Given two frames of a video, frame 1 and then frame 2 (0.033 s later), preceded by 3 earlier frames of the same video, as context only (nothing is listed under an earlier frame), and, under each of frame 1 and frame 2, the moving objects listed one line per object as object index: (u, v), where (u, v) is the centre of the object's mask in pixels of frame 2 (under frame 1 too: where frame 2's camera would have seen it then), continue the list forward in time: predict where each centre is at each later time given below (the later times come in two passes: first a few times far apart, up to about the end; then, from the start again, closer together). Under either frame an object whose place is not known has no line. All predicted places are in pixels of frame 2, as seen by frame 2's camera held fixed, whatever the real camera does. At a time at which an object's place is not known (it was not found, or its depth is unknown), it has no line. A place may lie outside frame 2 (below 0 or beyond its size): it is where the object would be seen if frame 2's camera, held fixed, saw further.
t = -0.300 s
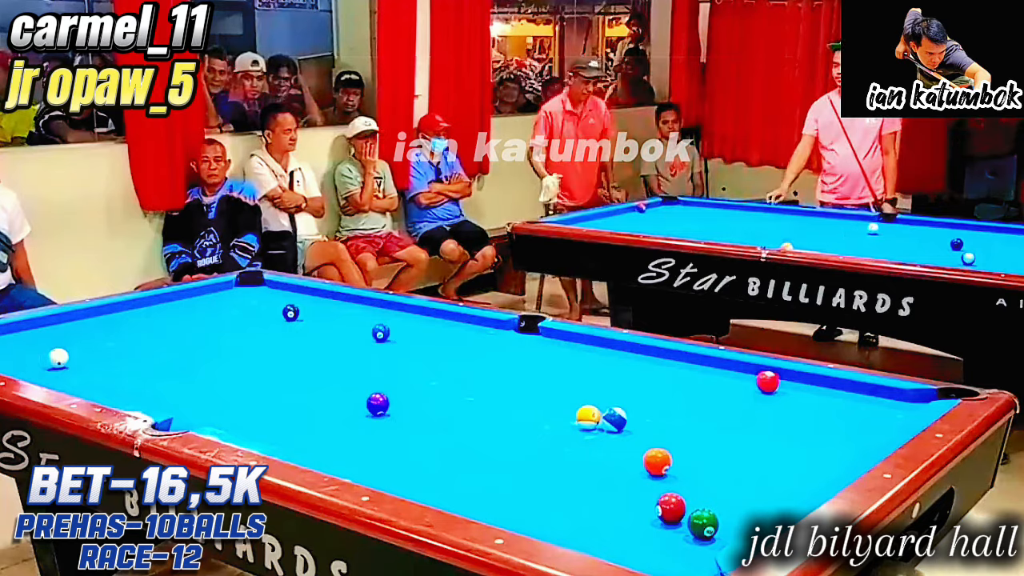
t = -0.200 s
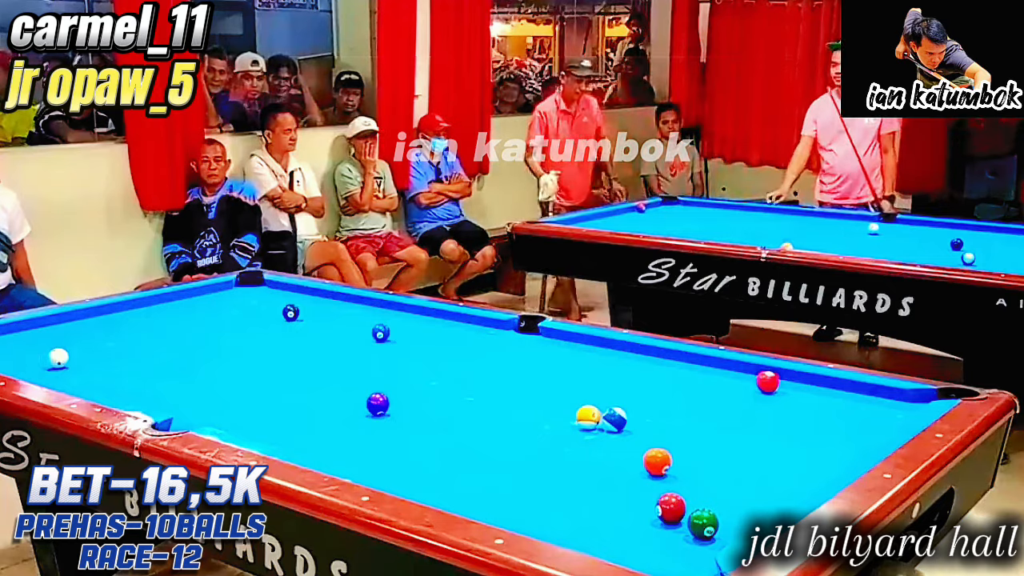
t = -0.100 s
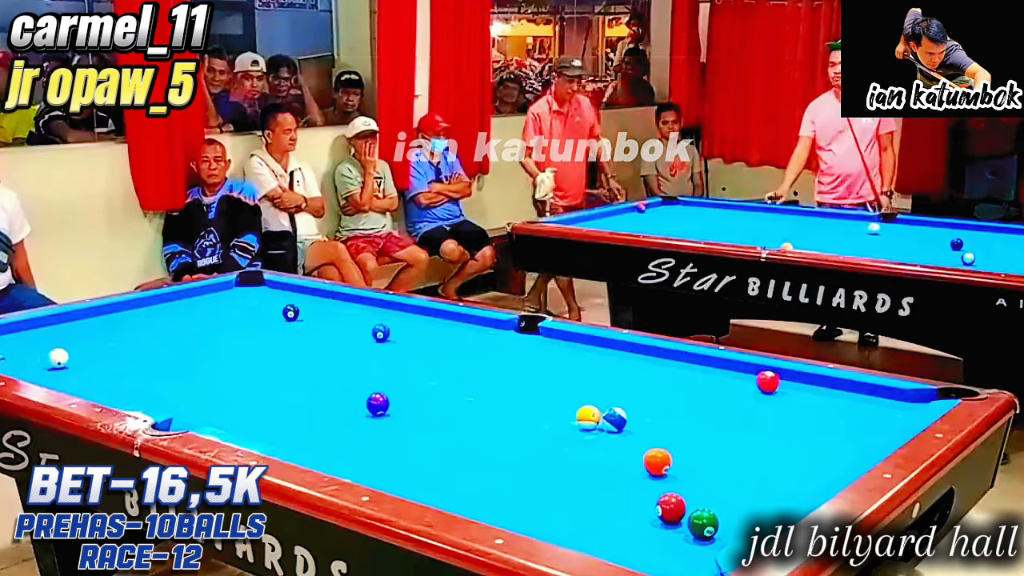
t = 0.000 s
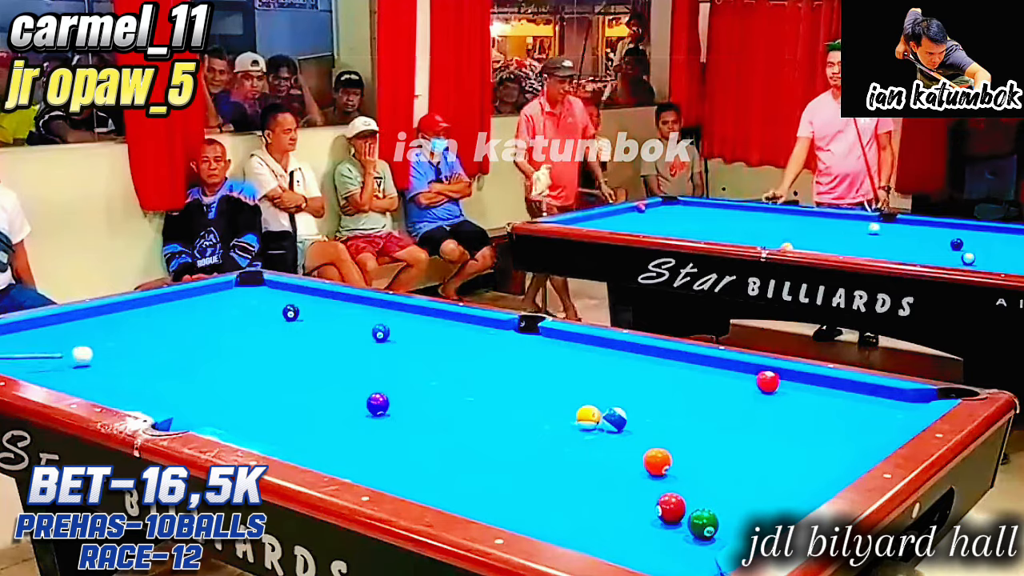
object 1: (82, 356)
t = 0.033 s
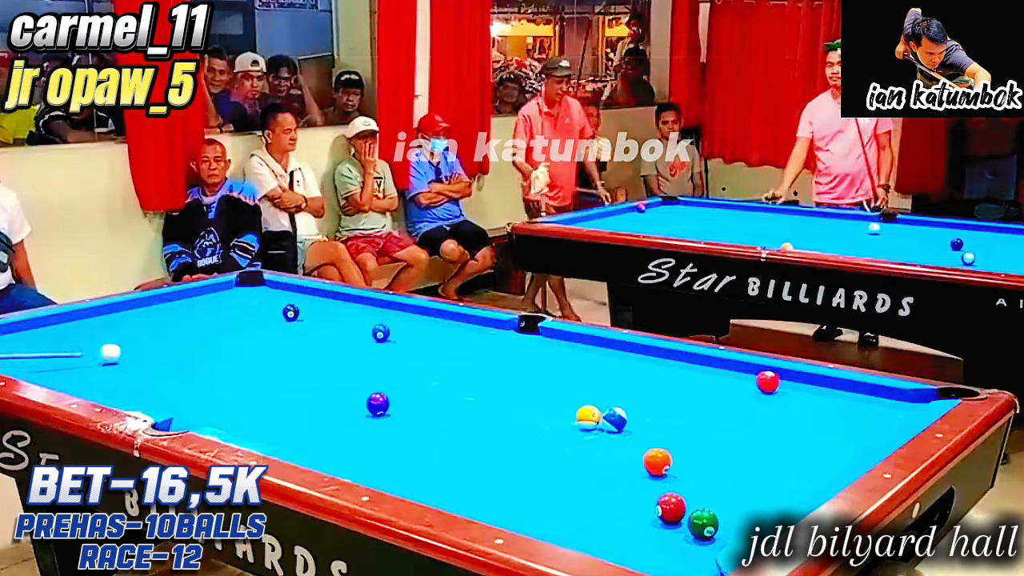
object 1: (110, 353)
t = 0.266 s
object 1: (280, 339)
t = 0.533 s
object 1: (369, 329)
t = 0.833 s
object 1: (409, 322)
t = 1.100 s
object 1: (441, 317)
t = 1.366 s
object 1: (444, 318)
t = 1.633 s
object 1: (436, 321)
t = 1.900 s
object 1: (429, 325)
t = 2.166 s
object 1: (422, 328)
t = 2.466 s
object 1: (417, 330)
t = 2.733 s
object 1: (413, 332)
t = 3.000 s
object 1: (409, 334)
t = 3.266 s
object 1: (407, 335)
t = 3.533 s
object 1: (406, 336)
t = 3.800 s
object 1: (405, 336)
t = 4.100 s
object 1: (405, 336)
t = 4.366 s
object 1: (405, 336)
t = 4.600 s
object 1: (405, 336)
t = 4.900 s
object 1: (405, 336)
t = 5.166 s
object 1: (405, 336)
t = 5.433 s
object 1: (405, 336)
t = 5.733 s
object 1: (405, 335)
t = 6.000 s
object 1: (405, 336)
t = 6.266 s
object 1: (405, 336)
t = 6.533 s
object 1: (405, 336)
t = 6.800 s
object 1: (405, 336)
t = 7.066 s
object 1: (405, 336)
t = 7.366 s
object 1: (405, 336)
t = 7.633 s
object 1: (405, 336)
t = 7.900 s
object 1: (405, 336)
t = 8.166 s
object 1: (405, 336)
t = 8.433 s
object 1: (405, 336)
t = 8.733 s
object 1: (405, 336)
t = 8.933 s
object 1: (405, 336)
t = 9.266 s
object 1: (405, 336)
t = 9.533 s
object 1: (405, 336)
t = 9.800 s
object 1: (405, 336)
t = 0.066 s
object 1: (137, 351)
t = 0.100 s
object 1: (162, 350)
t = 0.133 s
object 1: (187, 347)
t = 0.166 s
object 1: (210, 345)
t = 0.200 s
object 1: (234, 343)
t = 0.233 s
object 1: (257, 341)
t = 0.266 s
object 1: (280, 339)
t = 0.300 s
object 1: (302, 337)
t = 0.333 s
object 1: (324, 335)
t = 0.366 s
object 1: (345, 334)
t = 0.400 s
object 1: (363, 332)
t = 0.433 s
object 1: (363, 332)
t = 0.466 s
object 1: (364, 331)
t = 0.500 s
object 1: (366, 330)
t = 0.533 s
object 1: (369, 329)
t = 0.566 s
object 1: (373, 328)
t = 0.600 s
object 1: (378, 328)
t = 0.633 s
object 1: (383, 327)
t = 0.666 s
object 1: (387, 326)
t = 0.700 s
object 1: (392, 325)
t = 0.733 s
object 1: (396, 324)
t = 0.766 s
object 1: (400, 324)
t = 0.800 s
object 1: (405, 323)
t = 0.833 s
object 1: (409, 322)
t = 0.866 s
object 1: (413, 321)
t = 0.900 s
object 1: (417, 320)
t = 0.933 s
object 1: (421, 320)
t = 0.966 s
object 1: (425, 319)
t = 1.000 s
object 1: (429, 319)
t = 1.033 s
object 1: (433, 317)
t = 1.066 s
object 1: (437, 317)
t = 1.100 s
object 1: (441, 317)
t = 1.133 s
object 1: (445, 316)
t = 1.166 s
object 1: (448, 315)
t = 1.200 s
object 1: (449, 315)
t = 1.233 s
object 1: (448, 315)
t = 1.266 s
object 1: (447, 316)
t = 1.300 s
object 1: (446, 316)
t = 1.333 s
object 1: (445, 317)
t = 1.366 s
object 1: (444, 318)
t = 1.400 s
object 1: (443, 318)
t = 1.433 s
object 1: (442, 319)
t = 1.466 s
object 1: (441, 319)
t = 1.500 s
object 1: (440, 320)
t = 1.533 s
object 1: (439, 320)
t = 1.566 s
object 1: (438, 321)
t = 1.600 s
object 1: (437, 321)
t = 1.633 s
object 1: (436, 321)
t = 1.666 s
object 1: (435, 322)
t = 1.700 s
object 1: (434, 322)
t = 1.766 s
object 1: (433, 323)
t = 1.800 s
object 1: (431, 323)
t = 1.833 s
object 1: (430, 324)
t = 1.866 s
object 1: (430, 324)
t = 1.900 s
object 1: (429, 325)
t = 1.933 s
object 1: (428, 325)
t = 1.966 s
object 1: (427, 326)
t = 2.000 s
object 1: (426, 326)
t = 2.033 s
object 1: (426, 326)
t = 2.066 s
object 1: (425, 326)
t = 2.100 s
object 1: (424, 327)
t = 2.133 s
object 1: (423, 327)
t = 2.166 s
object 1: (422, 328)
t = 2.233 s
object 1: (422, 328)
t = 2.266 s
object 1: (421, 328)
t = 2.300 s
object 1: (420, 328)
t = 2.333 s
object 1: (420, 329)
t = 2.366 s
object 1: (419, 329)
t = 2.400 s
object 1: (418, 329)
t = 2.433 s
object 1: (418, 329)
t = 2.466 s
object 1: (417, 330)
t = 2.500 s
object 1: (417, 330)
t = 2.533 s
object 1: (416, 331)
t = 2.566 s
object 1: (415, 331)
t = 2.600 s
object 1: (415, 331)
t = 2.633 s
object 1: (414, 331)
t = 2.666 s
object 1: (414, 331)
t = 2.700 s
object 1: (413, 332)
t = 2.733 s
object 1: (413, 332)
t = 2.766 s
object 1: (413, 332)
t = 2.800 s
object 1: (412, 332)
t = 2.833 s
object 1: (412, 333)
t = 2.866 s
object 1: (411, 333)
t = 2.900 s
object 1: (411, 333)
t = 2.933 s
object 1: (410, 333)
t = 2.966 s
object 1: (410, 333)
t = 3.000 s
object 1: (409, 334)
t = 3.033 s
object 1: (409, 334)
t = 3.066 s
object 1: (409, 334)
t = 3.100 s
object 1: (409, 334)
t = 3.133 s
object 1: (408, 335)
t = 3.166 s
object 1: (408, 334)
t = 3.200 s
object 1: (407, 335)
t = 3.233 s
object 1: (407, 335)
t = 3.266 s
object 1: (407, 335)
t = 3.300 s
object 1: (407, 335)
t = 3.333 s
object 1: (406, 335)
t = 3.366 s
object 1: (406, 335)
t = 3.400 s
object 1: (406, 335)
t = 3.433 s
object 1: (406, 336)
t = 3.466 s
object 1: (406, 335)
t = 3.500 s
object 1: (406, 335)
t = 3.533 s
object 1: (406, 336)
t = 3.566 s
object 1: (406, 336)
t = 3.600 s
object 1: (405, 336)
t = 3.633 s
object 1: (405, 336)
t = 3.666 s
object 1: (405, 336)
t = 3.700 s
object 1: (405, 336)
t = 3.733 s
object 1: (405, 336)
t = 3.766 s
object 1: (405, 336)
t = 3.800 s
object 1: (405, 336)
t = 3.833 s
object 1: (405, 336)
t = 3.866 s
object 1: (405, 336)
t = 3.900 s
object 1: (405, 336)
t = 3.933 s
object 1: (405, 336)
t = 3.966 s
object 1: (405, 336)
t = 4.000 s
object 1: (405, 336)
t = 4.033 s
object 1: (405, 336)
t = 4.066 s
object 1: (405, 336)
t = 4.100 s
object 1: (405, 336)
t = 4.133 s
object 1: (405, 336)
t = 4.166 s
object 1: (405, 336)
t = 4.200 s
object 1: (405, 336)
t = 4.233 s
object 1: (405, 336)
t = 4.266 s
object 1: (405, 336)
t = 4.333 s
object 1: (405, 336)
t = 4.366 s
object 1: (405, 336)
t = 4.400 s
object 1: (405, 336)
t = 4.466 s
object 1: (405, 336)
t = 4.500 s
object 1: (405, 336)
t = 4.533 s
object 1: (405, 336)
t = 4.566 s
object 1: (405, 336)
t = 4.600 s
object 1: (405, 336)
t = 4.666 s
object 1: (405, 336)
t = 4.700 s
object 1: (405, 336)
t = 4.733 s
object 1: (405, 336)
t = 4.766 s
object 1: (405, 336)
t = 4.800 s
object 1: (405, 336)
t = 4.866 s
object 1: (405, 336)
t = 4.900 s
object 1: (405, 336)
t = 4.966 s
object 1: (405, 336)
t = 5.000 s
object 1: (405, 336)
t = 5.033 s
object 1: (405, 336)
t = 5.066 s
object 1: (405, 336)
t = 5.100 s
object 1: (405, 336)
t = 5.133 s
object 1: (405, 336)
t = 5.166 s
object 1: (405, 336)
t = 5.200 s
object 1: (405, 336)
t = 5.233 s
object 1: (405, 336)
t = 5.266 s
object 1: (405, 336)
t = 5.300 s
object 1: (405, 336)
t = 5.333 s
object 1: (405, 336)
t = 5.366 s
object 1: (405, 336)
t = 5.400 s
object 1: (405, 336)
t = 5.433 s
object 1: (405, 336)
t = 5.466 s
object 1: (405, 336)
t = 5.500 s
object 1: (405, 335)
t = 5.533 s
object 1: (405, 335)
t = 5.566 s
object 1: (405, 335)
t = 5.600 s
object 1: (405, 336)
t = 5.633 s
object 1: (405, 335)
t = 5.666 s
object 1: (405, 336)
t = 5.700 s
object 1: (405, 336)
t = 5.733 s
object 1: (405, 335)
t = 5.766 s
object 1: (405, 335)
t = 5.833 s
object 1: (405, 336)
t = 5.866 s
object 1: (405, 336)
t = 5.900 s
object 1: (405, 336)
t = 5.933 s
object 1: (405, 336)
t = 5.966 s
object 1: (405, 336)
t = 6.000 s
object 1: (405, 336)
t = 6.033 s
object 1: (405, 336)
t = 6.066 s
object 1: (405, 336)
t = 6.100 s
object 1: (405, 336)
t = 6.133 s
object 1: (405, 336)
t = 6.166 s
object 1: (405, 336)
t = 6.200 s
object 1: (405, 336)
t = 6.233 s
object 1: (405, 336)
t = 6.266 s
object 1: (405, 336)
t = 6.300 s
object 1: (405, 336)
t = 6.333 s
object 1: (405, 336)
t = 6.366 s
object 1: (405, 336)
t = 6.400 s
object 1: (405, 336)
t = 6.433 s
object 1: (405, 336)
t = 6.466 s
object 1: (405, 336)
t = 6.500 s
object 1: (405, 336)
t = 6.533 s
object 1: (405, 336)
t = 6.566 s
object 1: (405, 336)
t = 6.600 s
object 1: (405, 336)
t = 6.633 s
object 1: (405, 336)
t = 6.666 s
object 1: (405, 336)
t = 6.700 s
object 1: (405, 336)
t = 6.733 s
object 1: (405, 336)
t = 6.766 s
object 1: (405, 336)
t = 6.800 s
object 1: (405, 336)
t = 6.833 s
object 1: (405, 336)
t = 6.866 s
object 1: (405, 336)
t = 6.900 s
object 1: (405, 336)
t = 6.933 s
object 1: (405, 336)
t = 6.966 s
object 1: (405, 336)
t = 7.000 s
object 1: (405, 336)
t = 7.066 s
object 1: (405, 336)
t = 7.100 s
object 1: (405, 336)
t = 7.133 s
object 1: (405, 336)
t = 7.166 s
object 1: (405, 336)
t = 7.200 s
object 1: (405, 336)
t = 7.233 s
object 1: (405, 336)
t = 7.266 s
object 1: (405, 336)
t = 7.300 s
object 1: (405, 336)
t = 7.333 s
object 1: (405, 336)
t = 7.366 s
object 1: (405, 336)
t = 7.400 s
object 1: (405, 336)
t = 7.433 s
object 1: (405, 336)
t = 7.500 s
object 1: (405, 336)
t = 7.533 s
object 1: (405, 336)
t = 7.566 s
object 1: (405, 336)
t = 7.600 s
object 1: (405, 336)
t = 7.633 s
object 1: (405, 336)
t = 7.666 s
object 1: (405, 336)
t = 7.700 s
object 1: (405, 336)
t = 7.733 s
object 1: (405, 336)
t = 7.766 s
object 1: (405, 336)
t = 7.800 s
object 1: (405, 336)
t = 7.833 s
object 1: (405, 336)
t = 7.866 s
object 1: (405, 336)
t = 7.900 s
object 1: (405, 336)
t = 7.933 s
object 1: (405, 336)
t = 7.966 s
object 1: (405, 336)
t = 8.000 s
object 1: (405, 336)
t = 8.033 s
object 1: (405, 336)
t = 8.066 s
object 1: (405, 336)
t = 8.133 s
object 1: (405, 336)
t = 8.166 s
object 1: (405, 336)
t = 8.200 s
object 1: (405, 336)
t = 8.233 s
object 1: (405, 336)
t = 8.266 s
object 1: (405, 336)
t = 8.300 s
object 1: (405, 336)
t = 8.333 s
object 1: (405, 336)
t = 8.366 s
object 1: (405, 336)
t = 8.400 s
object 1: (405, 336)
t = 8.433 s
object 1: (405, 336)
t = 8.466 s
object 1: (405, 336)
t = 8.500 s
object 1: (405, 336)
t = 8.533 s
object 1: (405, 336)
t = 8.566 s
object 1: (405, 336)
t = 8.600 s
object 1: (405, 336)
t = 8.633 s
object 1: (405, 336)
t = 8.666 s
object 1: (405, 336)
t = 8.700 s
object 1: (405, 336)
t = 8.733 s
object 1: (405, 336)
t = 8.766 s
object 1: (405, 336)
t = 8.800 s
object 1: (405, 336)
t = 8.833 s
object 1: (405, 336)
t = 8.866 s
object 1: (405, 336)
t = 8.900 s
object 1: (405, 336)
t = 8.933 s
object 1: (405, 336)
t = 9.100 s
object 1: (407, 334)
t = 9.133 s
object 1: (405, 336)
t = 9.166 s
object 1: (405, 336)
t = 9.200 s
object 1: (405, 336)
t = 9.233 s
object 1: (405, 336)
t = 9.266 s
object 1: (405, 336)
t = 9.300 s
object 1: (405, 336)
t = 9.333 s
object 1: (405, 336)
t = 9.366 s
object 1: (405, 336)
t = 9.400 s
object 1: (405, 336)
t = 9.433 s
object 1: (405, 336)
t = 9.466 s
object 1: (405, 336)
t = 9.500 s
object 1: (405, 336)
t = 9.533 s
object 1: (405, 336)
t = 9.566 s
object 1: (405, 336)
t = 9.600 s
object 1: (405, 336)
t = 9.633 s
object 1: (405, 336)
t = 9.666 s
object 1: (405, 336)
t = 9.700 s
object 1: (405, 336)
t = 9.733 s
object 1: (405, 336)
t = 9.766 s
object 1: (405, 336)
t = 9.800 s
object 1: (405, 336)
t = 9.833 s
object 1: (405, 336)
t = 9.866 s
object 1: (405, 336)
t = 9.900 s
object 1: (405, 336)
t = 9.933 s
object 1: (405, 336)
